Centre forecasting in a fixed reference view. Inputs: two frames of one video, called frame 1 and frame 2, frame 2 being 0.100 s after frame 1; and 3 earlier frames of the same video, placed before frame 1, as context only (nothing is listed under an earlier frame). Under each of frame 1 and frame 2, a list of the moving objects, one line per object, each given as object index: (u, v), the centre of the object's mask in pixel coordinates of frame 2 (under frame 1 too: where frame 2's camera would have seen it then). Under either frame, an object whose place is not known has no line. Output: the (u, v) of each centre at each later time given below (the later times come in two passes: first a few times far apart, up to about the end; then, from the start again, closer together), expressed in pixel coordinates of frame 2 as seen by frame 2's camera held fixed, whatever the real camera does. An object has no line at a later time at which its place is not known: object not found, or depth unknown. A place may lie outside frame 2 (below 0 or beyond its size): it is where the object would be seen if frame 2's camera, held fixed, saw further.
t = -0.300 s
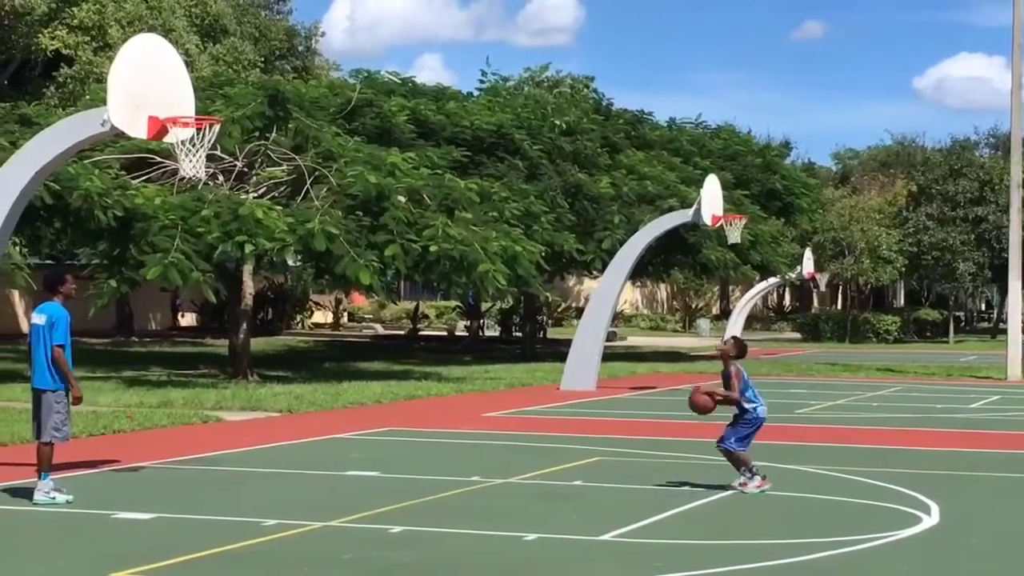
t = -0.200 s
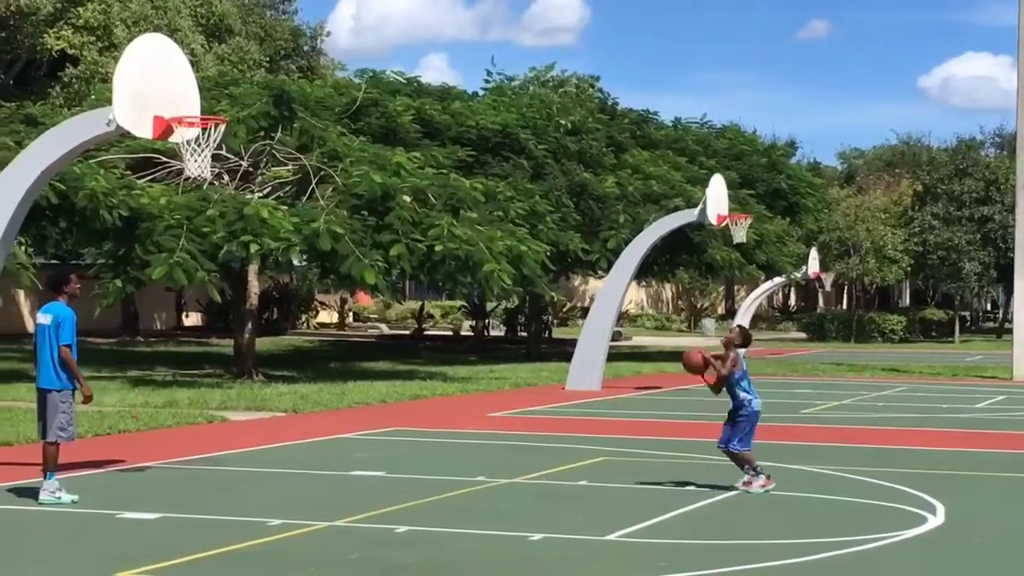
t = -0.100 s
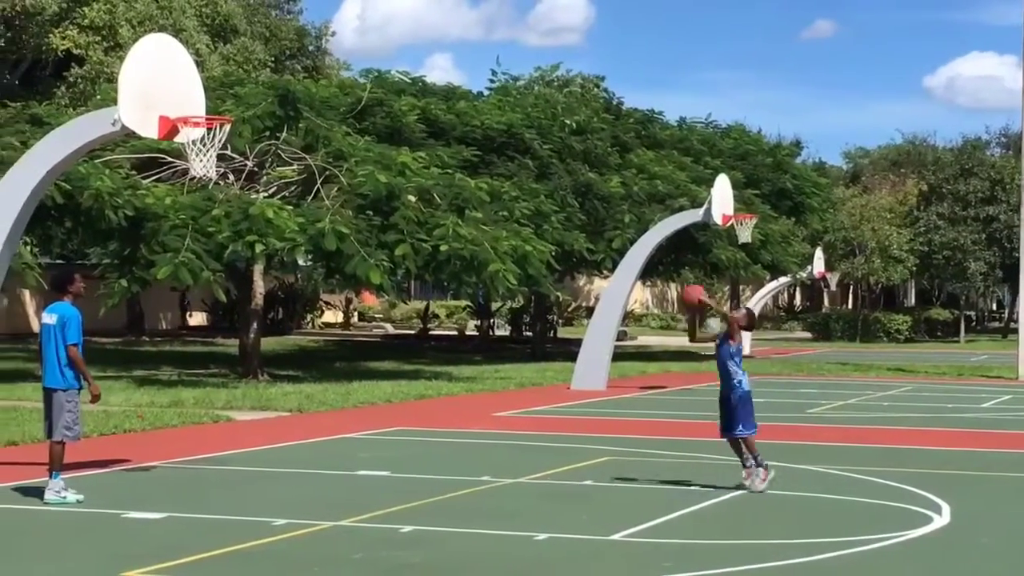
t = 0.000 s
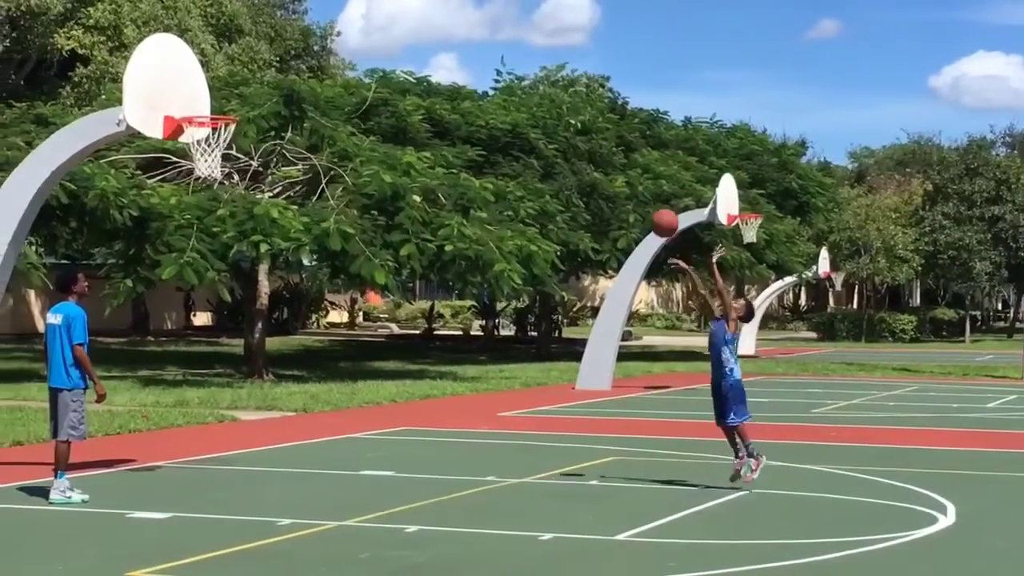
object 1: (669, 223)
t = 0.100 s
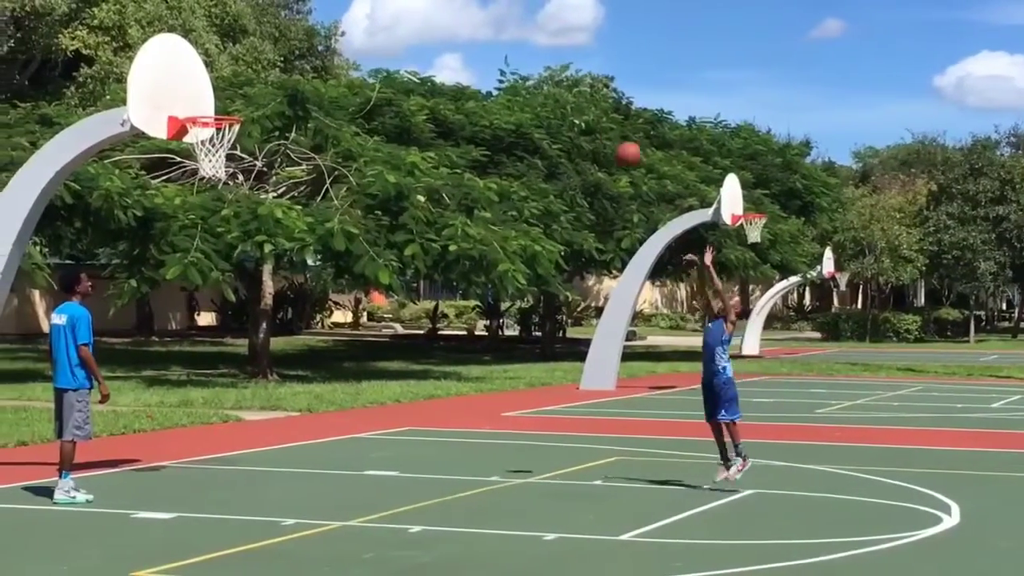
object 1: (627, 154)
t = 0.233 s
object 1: (574, 84)
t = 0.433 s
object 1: (493, 15)
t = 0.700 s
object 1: (385, 1)
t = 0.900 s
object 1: (303, 33)
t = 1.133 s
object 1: (212, 127)
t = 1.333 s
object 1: (183, 150)
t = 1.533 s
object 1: (177, 189)
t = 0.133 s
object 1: (615, 135)
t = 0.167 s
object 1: (601, 116)
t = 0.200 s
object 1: (587, 100)
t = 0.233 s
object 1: (574, 84)
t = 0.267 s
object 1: (561, 70)
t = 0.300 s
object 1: (547, 57)
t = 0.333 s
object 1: (533, 45)
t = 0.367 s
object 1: (520, 34)
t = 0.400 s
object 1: (506, 24)
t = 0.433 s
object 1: (493, 15)
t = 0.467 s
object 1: (480, 10)
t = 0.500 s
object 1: (466, 6)
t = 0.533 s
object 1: (453, 4)
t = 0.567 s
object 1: (440, 2)
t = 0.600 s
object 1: (426, 2)
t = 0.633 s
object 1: (412, 1)
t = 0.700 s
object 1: (385, 1)
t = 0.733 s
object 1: (372, 2)
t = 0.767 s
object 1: (358, 4)
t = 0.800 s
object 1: (344, 9)
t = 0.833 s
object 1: (331, 16)
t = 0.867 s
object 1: (318, 24)
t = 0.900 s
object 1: (303, 33)
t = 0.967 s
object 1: (277, 56)
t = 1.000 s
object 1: (263, 69)
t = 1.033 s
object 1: (250, 85)
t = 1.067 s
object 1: (237, 101)
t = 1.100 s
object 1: (224, 113)
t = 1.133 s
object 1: (212, 127)
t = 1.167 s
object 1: (198, 138)
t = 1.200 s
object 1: (192, 138)
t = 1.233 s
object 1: (191, 143)
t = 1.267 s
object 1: (187, 152)
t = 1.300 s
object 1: (184, 149)
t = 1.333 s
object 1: (183, 150)
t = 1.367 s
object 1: (181, 153)
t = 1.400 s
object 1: (180, 157)
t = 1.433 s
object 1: (179, 163)
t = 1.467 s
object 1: (178, 171)
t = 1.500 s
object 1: (178, 180)
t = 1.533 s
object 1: (177, 189)
